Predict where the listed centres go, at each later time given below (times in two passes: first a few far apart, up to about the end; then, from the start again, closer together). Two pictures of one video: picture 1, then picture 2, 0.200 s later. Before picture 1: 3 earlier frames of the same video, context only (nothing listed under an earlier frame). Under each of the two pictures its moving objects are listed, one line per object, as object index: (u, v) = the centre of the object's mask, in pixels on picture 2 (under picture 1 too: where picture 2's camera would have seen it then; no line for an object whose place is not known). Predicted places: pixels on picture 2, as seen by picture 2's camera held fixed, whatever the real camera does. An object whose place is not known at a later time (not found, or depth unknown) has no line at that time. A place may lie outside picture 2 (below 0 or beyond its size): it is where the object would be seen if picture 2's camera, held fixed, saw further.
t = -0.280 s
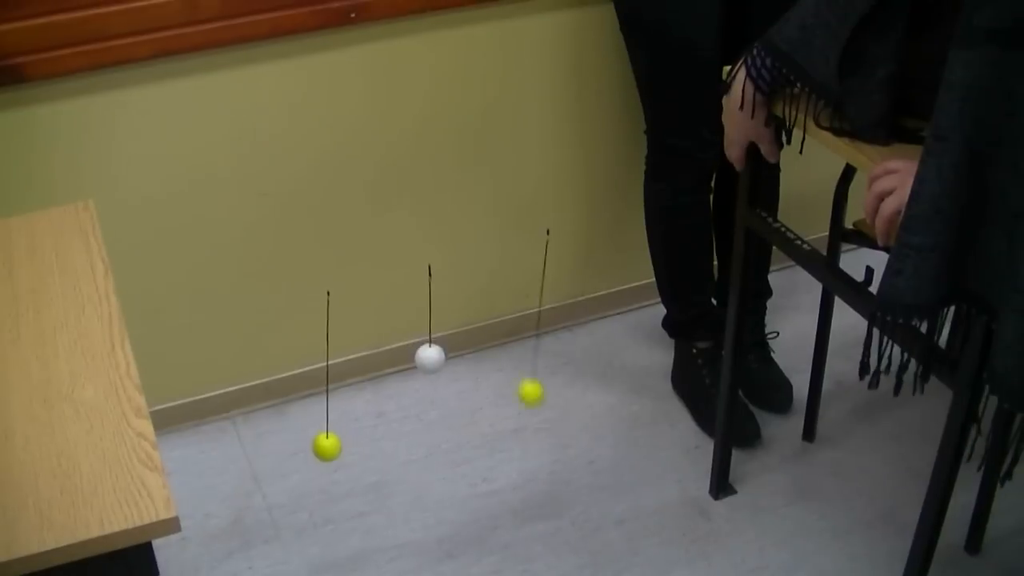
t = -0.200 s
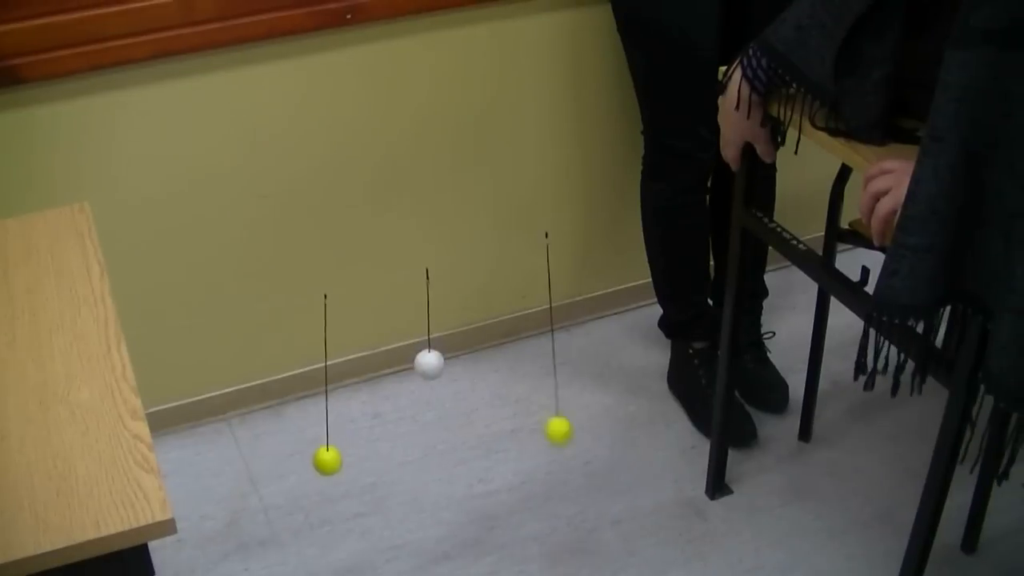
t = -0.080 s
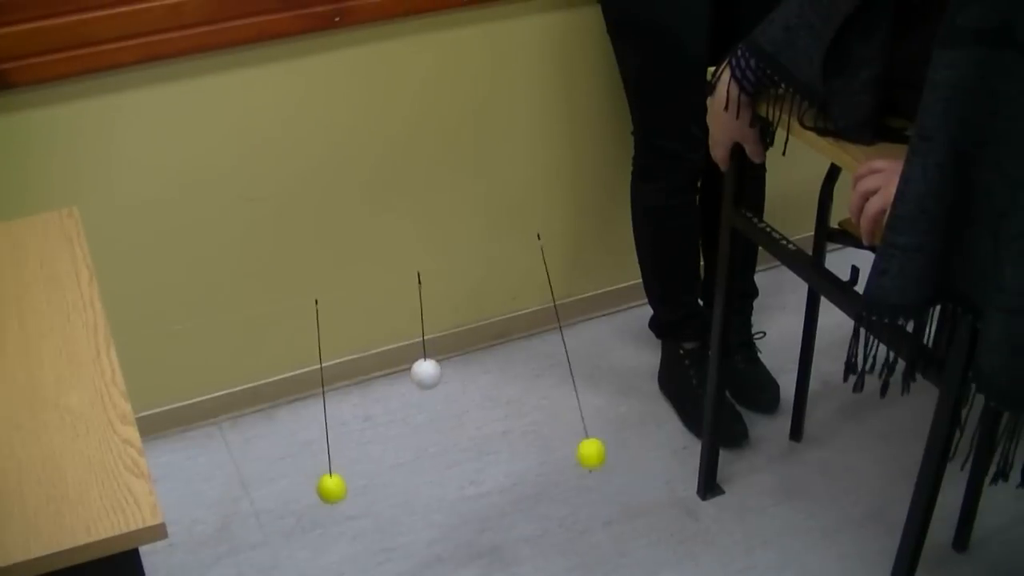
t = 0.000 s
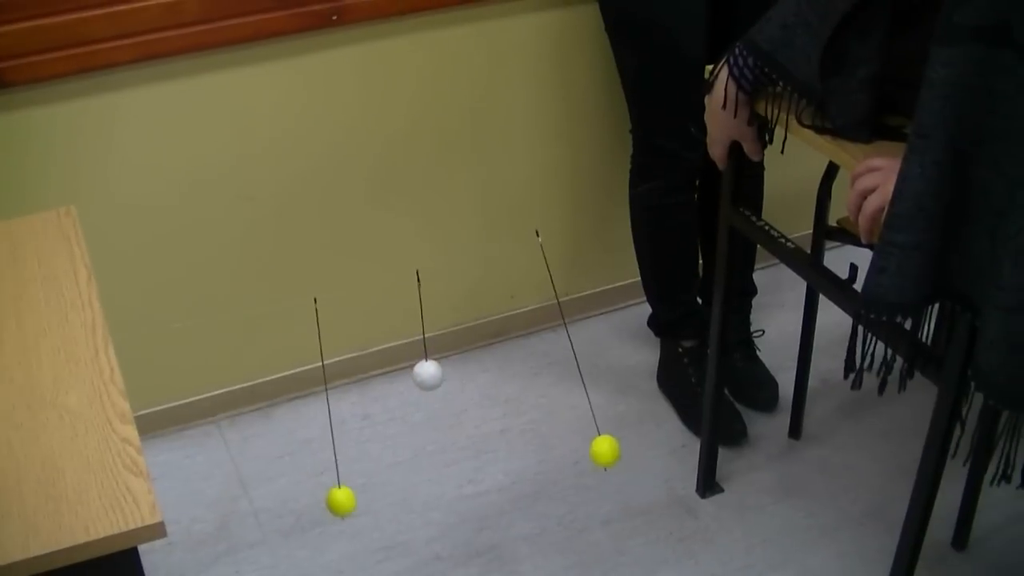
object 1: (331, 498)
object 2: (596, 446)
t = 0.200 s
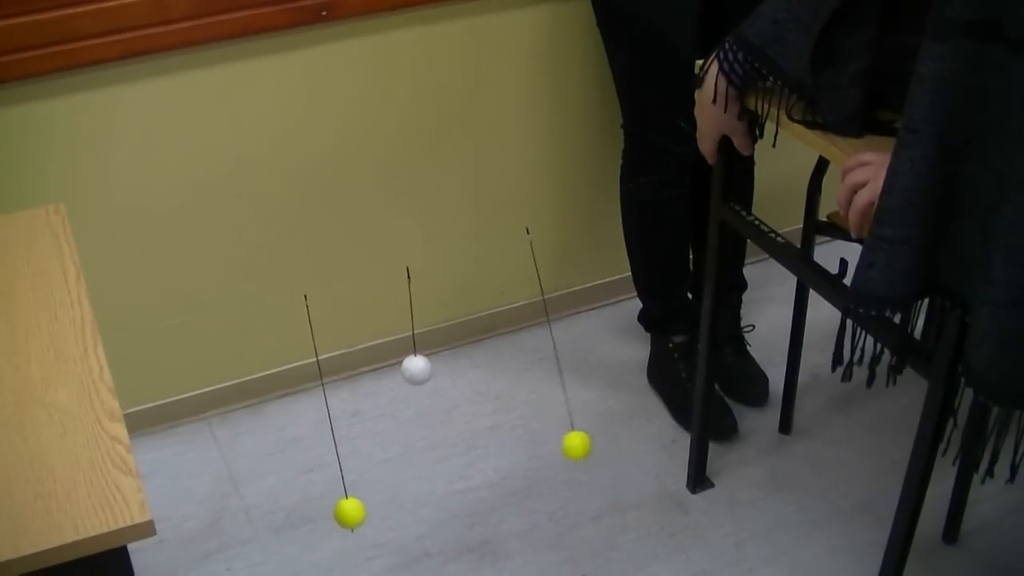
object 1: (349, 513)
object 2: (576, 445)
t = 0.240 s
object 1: (350, 512)
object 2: (563, 440)
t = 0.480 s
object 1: (331, 482)
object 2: (479, 340)
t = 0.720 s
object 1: (300, 438)
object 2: (463, 309)
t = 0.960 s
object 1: (304, 455)
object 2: (529, 418)
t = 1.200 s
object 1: (339, 504)
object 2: (594, 446)
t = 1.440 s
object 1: (354, 512)
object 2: (554, 434)
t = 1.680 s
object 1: (325, 476)
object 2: (475, 334)
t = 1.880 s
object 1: (297, 435)
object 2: (463, 313)
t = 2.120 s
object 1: (302, 451)
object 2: (525, 411)
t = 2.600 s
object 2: (558, 435)
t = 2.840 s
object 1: (325, 478)
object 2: (480, 344)
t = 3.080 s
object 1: (291, 428)
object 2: (470, 326)
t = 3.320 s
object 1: (307, 456)
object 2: (537, 420)
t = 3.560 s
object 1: (352, 510)
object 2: (591, 445)
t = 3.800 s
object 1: (358, 515)
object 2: (546, 427)
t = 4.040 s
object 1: (316, 469)
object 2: (476, 338)
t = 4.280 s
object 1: (289, 423)
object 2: (477, 339)
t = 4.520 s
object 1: (314, 464)
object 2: (548, 428)
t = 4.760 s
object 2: (586, 445)
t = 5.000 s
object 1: (353, 514)
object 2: (532, 417)
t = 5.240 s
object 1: (308, 459)
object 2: (474, 334)
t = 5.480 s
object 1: (288, 420)
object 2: (486, 356)
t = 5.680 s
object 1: (313, 460)
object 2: (544, 425)
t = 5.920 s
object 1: (357, 516)
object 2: (581, 445)
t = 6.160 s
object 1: (353, 517)
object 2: (532, 418)
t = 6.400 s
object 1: (308, 460)
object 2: (477, 340)
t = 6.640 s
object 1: (288, 416)
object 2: (488, 357)
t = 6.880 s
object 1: (322, 470)
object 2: (553, 432)
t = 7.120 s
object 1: (360, 521)
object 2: (574, 444)
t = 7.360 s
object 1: (345, 514)
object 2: (520, 407)
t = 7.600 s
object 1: (302, 447)
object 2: (478, 339)
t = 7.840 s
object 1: (291, 415)
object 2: (499, 374)
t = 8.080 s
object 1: (330, 481)
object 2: (558, 437)
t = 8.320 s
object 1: (359, 525)
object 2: (563, 442)
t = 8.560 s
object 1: (338, 509)
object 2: (509, 394)
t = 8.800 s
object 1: (298, 435)
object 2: (480, 343)
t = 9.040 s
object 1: (295, 417)
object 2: (509, 391)
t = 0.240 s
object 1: (350, 512)
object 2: (563, 440)
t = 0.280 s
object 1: (350, 510)
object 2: (548, 431)
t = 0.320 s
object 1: (349, 507)
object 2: (533, 418)
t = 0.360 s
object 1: (346, 502)
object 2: (518, 401)
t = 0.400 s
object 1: (342, 497)
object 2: (502, 381)
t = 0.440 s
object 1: (337, 490)
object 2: (489, 360)
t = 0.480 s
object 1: (331, 482)
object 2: (479, 340)
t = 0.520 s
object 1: (326, 474)
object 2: (471, 324)
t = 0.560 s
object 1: (320, 465)
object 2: (464, 310)
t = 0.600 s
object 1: (314, 457)
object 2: (460, 301)
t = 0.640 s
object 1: (308, 449)
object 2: (459, 298)
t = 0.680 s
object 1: (304, 442)
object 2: (459, 300)
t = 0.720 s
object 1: (300, 438)
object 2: (463, 309)
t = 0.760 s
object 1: (298, 435)
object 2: (468, 322)
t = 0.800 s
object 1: (296, 435)
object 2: (475, 338)
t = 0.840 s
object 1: (296, 436)
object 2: (486, 359)
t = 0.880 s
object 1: (297, 441)
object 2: (499, 379)
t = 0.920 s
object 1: (300, 447)
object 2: (514, 400)
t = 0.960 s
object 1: (304, 455)
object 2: (529, 418)
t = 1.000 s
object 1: (308, 463)
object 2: (545, 431)
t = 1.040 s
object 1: (314, 472)
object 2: (560, 439)
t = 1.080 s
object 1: (320, 482)
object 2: (572, 445)
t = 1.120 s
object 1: (327, 490)
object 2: (583, 446)
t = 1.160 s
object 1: (333, 498)
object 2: (590, 446)
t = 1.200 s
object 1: (339, 504)
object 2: (594, 446)
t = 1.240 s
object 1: (344, 509)
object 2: (595, 446)
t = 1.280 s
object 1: (348, 512)
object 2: (592, 446)
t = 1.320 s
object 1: (352, 514)
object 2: (587, 447)
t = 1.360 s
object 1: (354, 515)
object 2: (579, 445)
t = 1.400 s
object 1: (355, 514)
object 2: (567, 441)
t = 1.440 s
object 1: (354, 512)
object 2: (554, 434)
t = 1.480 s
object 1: (352, 509)
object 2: (539, 423)
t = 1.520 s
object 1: (348, 505)
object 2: (524, 408)
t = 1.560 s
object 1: (343, 500)
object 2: (508, 390)
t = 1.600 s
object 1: (338, 492)
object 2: (495, 371)
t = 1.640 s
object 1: (331, 484)
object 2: (483, 351)
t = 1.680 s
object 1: (325, 476)
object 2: (475, 334)
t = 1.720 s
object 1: (318, 466)
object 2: (468, 321)
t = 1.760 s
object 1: (312, 457)
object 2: (463, 311)
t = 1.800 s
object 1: (306, 448)
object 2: (461, 306)
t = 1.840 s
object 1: (301, 441)
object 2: (461, 307)
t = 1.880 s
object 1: (297, 435)
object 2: (463, 313)
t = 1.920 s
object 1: (294, 432)
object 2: (468, 323)
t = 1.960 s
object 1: (293, 431)
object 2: (474, 337)
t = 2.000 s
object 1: (293, 432)
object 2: (483, 355)
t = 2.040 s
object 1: (294, 437)
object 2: (496, 375)
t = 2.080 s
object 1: (297, 443)
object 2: (510, 394)
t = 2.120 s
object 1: (302, 451)
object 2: (525, 411)
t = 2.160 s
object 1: (307, 460)
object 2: (541, 425)
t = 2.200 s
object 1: (314, 470)
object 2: (556, 435)
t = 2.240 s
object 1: (321, 480)
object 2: (569, 441)
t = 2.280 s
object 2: (580, 444)
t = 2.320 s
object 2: (588, 445)
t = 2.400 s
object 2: (594, 445)
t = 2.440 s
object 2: (593, 445)
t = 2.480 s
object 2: (589, 445)
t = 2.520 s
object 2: (581, 445)
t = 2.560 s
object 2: (570, 441)
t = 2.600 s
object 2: (558, 435)
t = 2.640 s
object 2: (544, 425)
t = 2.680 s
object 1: (351, 508)
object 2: (529, 412)
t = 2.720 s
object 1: (345, 502)
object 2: (514, 396)
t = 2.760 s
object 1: (340, 496)
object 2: (501, 379)
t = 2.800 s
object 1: (332, 487)
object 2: (489, 360)
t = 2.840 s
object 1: (325, 478)
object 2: (480, 344)
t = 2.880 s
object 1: (317, 468)
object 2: (472, 330)
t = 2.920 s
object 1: (310, 457)
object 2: (468, 320)
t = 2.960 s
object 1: (303, 448)
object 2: (465, 315)
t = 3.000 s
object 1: (298, 439)
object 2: (464, 314)
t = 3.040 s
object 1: (293, 433)
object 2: (465, 317)
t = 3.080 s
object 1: (291, 428)
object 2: (470, 326)
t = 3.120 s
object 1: (290, 427)
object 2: (476, 337)
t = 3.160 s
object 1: (290, 428)
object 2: (484, 353)
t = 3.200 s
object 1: (292, 432)
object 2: (495, 371)
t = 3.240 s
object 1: (296, 438)
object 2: (508, 389)
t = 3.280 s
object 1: (300, 446)
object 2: (522, 405)
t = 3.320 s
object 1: (307, 456)
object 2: (537, 420)
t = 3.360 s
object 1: (314, 467)
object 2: (551, 431)
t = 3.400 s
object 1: (321, 478)
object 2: (564, 438)
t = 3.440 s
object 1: (330, 488)
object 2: (576, 443)
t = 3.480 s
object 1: (338, 497)
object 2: (584, 444)
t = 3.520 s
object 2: (589, 445)
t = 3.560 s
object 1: (352, 510)
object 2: (591, 445)
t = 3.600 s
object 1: (357, 514)
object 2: (591, 445)
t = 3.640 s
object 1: (360, 517)
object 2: (587, 445)
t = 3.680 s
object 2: (581, 444)
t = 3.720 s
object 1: (362, 519)
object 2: (571, 441)
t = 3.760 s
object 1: (361, 517)
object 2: (560, 436)
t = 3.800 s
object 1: (358, 515)
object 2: (546, 427)
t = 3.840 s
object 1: (353, 511)
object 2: (532, 416)
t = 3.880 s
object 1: (347, 506)
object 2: (518, 401)
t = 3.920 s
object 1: (340, 499)
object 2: (505, 385)
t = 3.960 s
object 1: (332, 490)
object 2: (493, 368)
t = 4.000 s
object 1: (324, 480)
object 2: (483, 351)
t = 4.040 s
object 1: (316, 469)
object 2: (476, 338)
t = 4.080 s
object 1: (308, 458)
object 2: (471, 327)
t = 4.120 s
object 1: (302, 447)
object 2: (468, 321)
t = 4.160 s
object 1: (296, 438)
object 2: (467, 319)
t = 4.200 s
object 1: (292, 430)
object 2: (468, 321)
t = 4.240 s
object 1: (290, 425)
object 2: (471, 329)
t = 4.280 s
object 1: (289, 423)
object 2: (477, 339)
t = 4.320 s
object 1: (289, 424)
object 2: (484, 353)
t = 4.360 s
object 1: (291, 427)
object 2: (495, 369)
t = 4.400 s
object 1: (295, 433)
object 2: (507, 386)
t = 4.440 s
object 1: (300, 442)
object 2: (520, 403)
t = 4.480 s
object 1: (306, 453)
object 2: (534, 417)
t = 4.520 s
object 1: (314, 464)
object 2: (548, 428)
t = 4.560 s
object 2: (560, 436)
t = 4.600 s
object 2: (571, 441)
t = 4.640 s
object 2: (579, 443)
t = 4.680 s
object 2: (584, 444)
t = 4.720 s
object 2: (586, 445)
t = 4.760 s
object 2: (586, 445)
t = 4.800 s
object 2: (583, 445)
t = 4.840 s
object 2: (577, 444)
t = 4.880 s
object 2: (568, 442)
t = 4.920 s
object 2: (558, 436)
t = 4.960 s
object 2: (546, 428)
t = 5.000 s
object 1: (353, 514)
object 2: (532, 417)
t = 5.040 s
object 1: (347, 508)
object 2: (519, 403)
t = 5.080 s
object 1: (339, 501)
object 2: (507, 389)
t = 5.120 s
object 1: (331, 492)
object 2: (496, 373)
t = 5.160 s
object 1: (323, 482)
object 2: (486, 357)
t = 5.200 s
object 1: (315, 471)
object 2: (479, 344)
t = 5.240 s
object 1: (308, 459)
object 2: (474, 334)
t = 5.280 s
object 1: (302, 447)
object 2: (471, 328)
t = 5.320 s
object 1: (296, 437)
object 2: (471, 326)
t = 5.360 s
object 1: (292, 429)
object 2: (471, 328)
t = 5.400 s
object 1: (289, 423)
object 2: (474, 333)
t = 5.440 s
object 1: (288, 420)
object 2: (479, 343)
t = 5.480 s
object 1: (288, 420)
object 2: (486, 356)
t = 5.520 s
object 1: (290, 423)
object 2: (495, 370)
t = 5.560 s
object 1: (294, 429)
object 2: (506, 386)
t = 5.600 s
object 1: (299, 438)
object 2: (519, 401)
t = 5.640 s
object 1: (306, 448)
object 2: (531, 415)
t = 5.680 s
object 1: (313, 460)
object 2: (544, 425)
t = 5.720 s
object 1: (322, 472)
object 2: (556, 434)
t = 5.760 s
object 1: (330, 484)
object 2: (566, 439)
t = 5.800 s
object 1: (338, 495)
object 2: (573, 442)
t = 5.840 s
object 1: (346, 504)
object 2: (578, 444)
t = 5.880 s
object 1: (352, 511)
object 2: (581, 445)
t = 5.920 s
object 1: (357, 516)
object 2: (581, 445)
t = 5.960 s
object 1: (360, 519)
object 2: (578, 445)
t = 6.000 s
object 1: (362, 521)
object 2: (573, 443)
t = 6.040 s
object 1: (362, 522)
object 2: (565, 440)
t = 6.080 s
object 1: (361, 522)
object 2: (555, 435)
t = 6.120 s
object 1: (357, 520)
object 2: (544, 428)
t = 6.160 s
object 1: (353, 517)
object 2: (532, 418)
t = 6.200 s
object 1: (347, 512)
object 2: (520, 406)
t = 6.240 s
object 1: (339, 505)
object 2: (508, 392)
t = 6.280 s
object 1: (331, 495)
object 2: (498, 376)
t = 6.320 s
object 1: (324, 485)
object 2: (489, 362)
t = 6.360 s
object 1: (316, 473)
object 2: (483, 350)
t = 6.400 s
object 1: (308, 460)
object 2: (477, 340)
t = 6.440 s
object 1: (301, 448)
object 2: (475, 334)
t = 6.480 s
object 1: (295, 436)
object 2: (473, 332)
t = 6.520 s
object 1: (291, 427)
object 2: (474, 333)
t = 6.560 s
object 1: (289, 420)
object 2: (476, 338)
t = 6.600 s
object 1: (288, 416)
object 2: (481, 346)
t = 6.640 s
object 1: (288, 416)
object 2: (488, 357)
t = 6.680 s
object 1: (290, 419)
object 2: (496, 371)
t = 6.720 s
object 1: (295, 424)
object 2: (507, 386)
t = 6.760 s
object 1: (300, 434)
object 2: (519, 400)
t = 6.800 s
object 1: (307, 444)
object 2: (530, 413)
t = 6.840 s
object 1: (314, 456)
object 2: (542, 424)
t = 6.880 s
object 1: (322, 470)
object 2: (553, 432)
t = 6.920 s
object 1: (330, 483)
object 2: (562, 438)
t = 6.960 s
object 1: (339, 494)
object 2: (569, 441)
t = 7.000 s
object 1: (346, 504)
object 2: (574, 443)
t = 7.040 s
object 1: (352, 511)
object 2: (576, 444)
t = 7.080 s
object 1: (357, 517)
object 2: (576, 444)
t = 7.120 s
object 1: (360, 521)
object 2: (574, 444)
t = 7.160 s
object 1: (361, 523)
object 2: (569, 443)
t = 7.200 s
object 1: (361, 524)
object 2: (562, 440)
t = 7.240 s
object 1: (360, 524)
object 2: (553, 435)
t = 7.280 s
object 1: (357, 522)
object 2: (543, 428)
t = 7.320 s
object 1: (352, 519)
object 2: (531, 418)
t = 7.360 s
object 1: (345, 514)
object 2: (520, 407)
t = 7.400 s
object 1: (339, 507)
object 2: (509, 394)
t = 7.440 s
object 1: (331, 498)
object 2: (499, 379)
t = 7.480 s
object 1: (323, 486)
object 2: (491, 366)
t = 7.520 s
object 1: (315, 474)
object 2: (484, 354)
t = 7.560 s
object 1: (308, 460)
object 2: (480, 345)
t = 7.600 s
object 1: (302, 447)
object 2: (478, 339)
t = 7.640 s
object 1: (297, 435)
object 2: (477, 337)
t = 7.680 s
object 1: (293, 425)
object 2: (477, 338)
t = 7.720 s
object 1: (290, 418)
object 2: (480, 343)
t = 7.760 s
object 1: (289, 414)
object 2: (484, 350)
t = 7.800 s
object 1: (289, 413)
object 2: (491, 362)
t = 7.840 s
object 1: (291, 415)
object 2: (499, 374)
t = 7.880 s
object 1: (295, 421)
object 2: (508, 388)
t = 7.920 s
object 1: (300, 430)
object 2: (518, 401)
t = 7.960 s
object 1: (306, 441)
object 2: (530, 413)
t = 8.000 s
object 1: (313, 454)
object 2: (540, 423)
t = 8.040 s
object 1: (321, 468)
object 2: (550, 431)
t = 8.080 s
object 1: (330, 481)
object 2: (558, 437)
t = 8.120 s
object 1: (337, 494)
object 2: (564, 440)
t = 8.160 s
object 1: (344, 504)
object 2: (569, 442)
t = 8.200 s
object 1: (350, 512)
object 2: (570, 444)
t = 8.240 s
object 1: (354, 518)
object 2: (570, 444)
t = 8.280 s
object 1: (357, 522)
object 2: (568, 443)
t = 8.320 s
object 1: (359, 525)
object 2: (563, 442)
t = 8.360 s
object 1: (359, 525)
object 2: (557, 438)
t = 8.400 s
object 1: (358, 525)
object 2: (548, 433)
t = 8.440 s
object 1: (355, 524)
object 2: (539, 426)
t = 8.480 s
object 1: (350, 521)
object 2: (529, 417)
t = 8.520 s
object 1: (344, 516)
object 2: (519, 406)
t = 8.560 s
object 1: (338, 509)
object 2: (509, 394)
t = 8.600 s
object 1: (332, 500)
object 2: (501, 381)
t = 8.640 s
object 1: (324, 489)
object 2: (493, 369)
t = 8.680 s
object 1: (316, 475)
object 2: (488, 358)
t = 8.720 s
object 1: (309, 462)
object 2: (483, 351)
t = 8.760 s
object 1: (303, 448)
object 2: (480, 345)
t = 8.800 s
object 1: (298, 435)
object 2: (480, 343)
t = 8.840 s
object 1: (293, 424)
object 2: (480, 344)
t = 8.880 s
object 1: (291, 416)
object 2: (483, 349)
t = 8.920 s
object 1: (290, 410)
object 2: (487, 356)
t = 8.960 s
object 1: (290, 409)
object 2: (493, 366)
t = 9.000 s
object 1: (292, 411)
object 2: (501, 378)
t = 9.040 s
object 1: (295, 417)
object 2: (509, 391)
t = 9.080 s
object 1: (299, 426)
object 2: (518, 402)
